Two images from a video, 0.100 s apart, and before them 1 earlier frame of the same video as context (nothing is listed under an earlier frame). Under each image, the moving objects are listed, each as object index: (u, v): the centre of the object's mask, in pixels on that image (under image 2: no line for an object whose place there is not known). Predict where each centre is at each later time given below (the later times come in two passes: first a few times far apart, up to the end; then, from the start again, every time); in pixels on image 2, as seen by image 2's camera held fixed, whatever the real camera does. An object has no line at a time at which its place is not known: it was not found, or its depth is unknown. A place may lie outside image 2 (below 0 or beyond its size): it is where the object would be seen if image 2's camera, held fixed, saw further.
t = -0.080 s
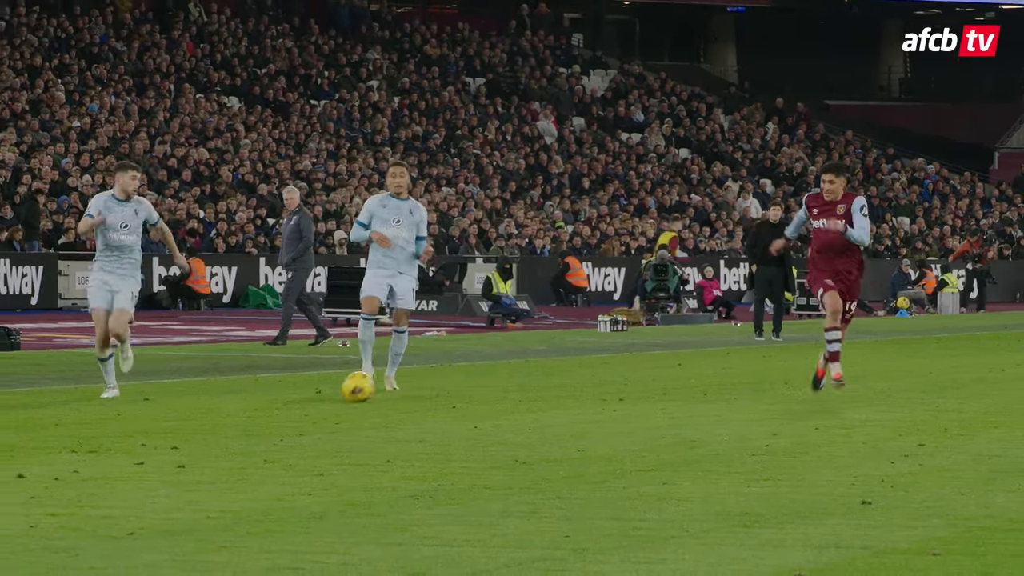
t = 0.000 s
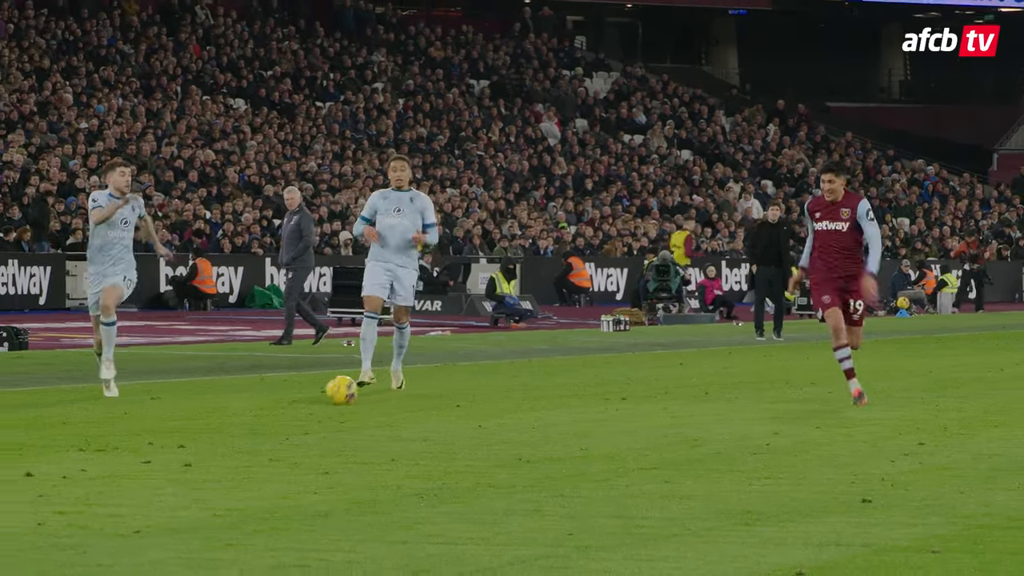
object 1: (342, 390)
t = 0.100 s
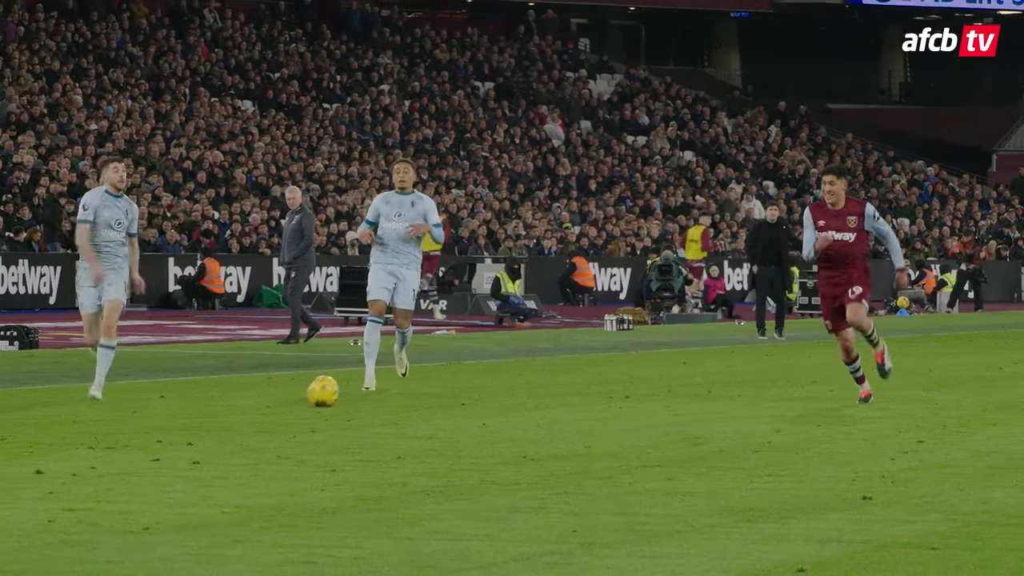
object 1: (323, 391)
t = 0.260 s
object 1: (283, 394)
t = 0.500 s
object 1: (225, 405)
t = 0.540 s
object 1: (215, 407)
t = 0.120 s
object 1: (318, 392)
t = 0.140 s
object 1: (313, 394)
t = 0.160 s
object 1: (307, 394)
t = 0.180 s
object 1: (303, 394)
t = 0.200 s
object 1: (298, 393)
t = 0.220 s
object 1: (293, 393)
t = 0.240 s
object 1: (289, 394)
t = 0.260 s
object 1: (283, 394)
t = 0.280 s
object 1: (279, 396)
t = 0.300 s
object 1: (273, 398)
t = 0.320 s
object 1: (268, 399)
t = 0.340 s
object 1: (264, 399)
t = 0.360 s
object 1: (259, 399)
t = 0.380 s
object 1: (254, 400)
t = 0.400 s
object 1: (249, 401)
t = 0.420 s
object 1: (244, 403)
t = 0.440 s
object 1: (239, 404)
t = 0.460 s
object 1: (235, 405)
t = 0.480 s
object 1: (230, 405)
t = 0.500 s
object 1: (225, 405)
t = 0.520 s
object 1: (220, 406)
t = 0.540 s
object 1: (215, 407)
